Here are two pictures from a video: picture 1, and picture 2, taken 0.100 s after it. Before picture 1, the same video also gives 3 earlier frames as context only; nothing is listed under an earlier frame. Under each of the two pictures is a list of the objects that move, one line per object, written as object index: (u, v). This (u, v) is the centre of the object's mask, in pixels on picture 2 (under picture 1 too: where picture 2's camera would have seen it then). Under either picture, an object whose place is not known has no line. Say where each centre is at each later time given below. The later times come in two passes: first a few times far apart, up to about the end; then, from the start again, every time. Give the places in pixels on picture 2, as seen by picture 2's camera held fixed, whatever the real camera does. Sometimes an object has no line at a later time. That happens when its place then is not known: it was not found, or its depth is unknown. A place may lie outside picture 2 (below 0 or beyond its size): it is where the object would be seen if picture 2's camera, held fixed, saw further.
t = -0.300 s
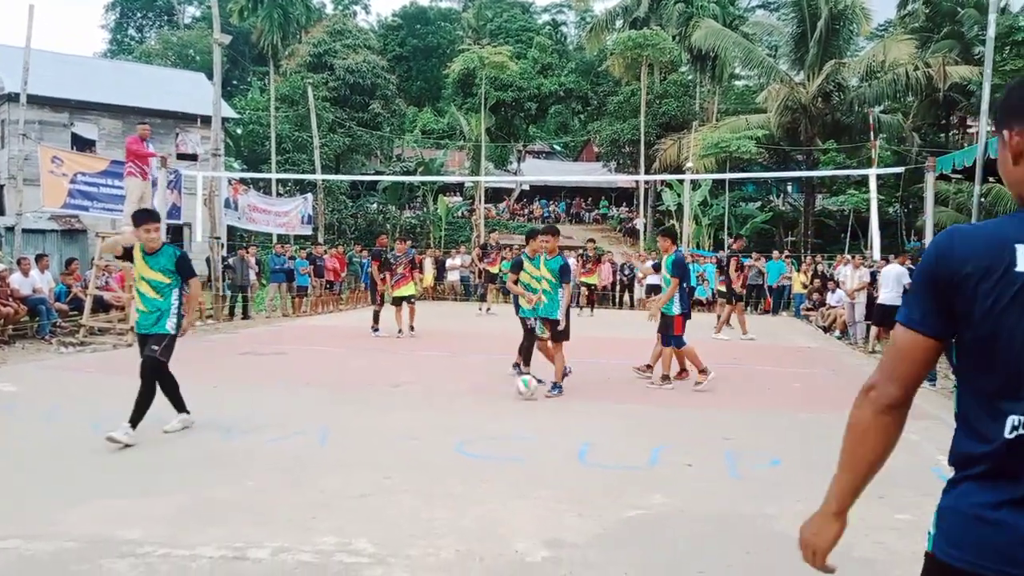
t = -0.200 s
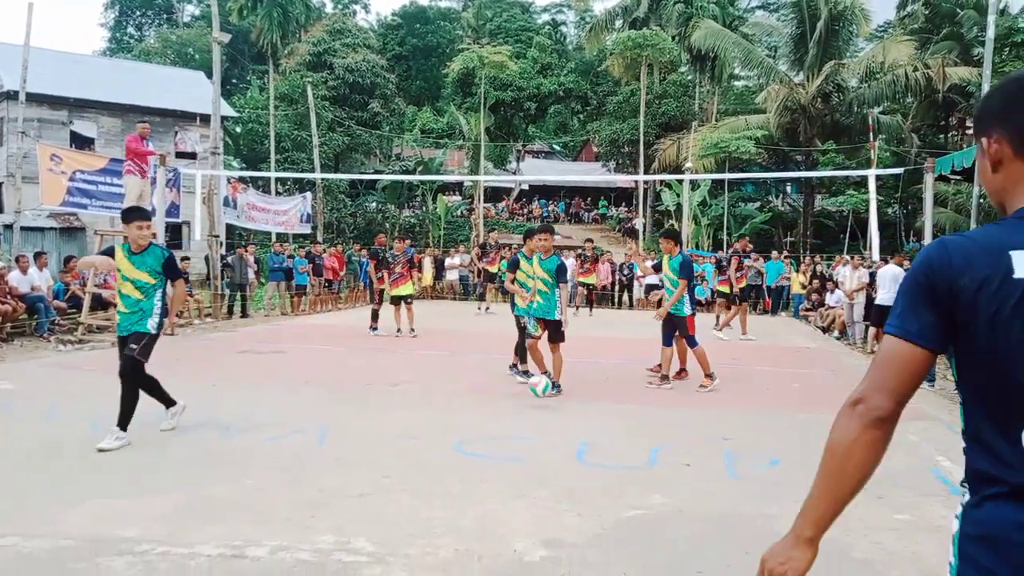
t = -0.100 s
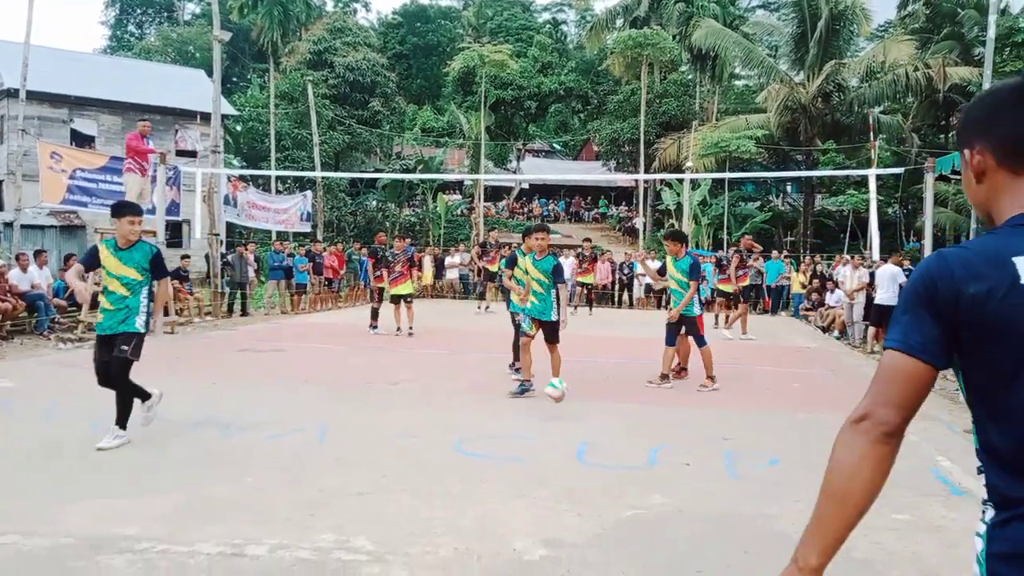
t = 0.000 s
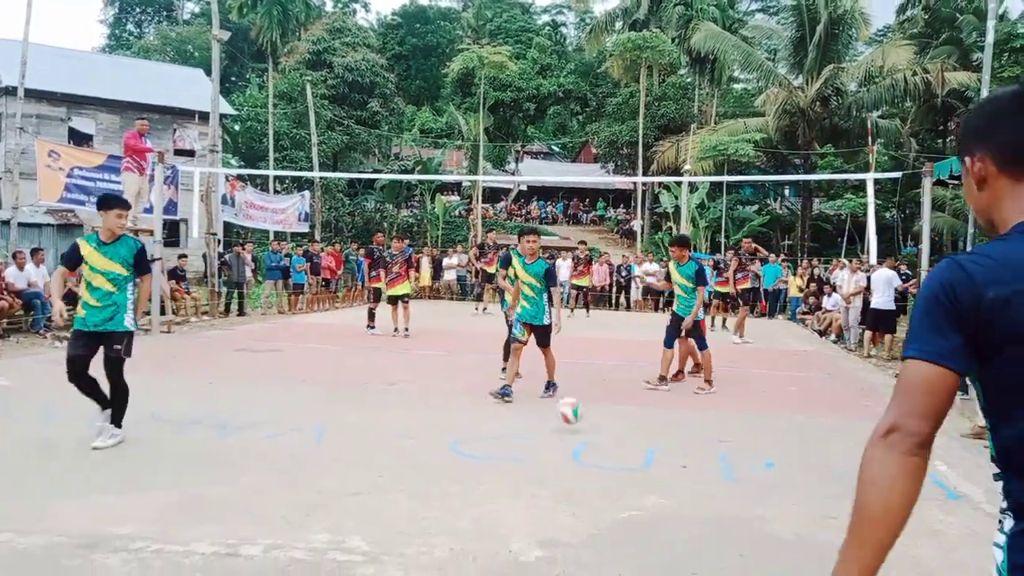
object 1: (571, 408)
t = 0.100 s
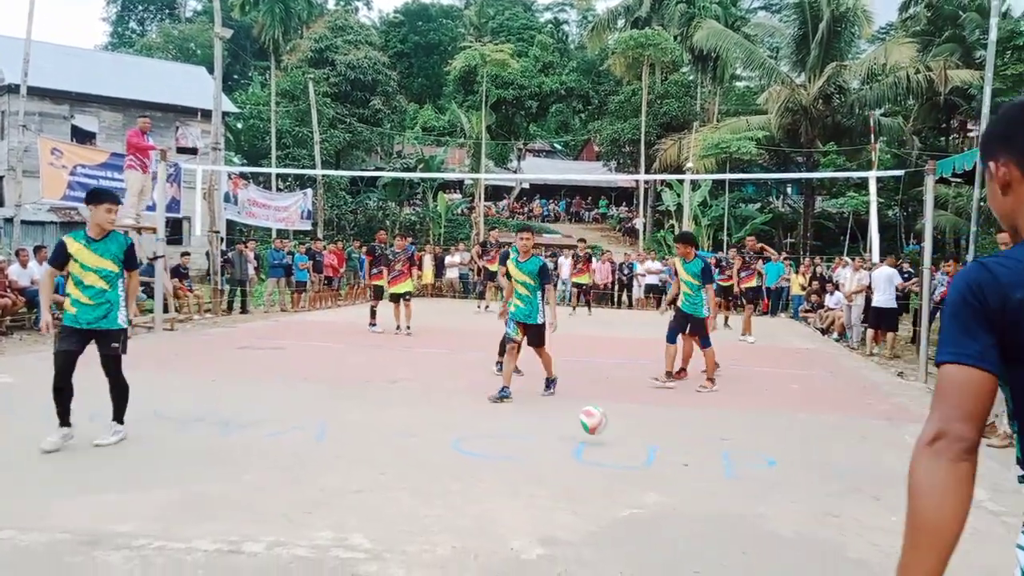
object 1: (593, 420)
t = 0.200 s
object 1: (617, 426)
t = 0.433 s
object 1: (694, 483)
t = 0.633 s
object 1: (799, 543)
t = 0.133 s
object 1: (600, 420)
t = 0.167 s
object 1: (609, 421)
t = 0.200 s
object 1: (617, 426)
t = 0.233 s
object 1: (626, 431)
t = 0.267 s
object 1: (635, 439)
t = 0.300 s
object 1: (645, 449)
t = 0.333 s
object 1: (654, 462)
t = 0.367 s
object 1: (667, 479)
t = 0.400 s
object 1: (679, 482)
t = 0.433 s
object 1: (694, 483)
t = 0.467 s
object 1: (707, 485)
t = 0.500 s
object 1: (723, 490)
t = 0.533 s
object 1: (741, 499)
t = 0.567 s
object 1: (759, 511)
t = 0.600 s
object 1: (778, 525)
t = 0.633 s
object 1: (799, 543)
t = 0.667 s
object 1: (821, 563)
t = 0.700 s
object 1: (846, 570)
